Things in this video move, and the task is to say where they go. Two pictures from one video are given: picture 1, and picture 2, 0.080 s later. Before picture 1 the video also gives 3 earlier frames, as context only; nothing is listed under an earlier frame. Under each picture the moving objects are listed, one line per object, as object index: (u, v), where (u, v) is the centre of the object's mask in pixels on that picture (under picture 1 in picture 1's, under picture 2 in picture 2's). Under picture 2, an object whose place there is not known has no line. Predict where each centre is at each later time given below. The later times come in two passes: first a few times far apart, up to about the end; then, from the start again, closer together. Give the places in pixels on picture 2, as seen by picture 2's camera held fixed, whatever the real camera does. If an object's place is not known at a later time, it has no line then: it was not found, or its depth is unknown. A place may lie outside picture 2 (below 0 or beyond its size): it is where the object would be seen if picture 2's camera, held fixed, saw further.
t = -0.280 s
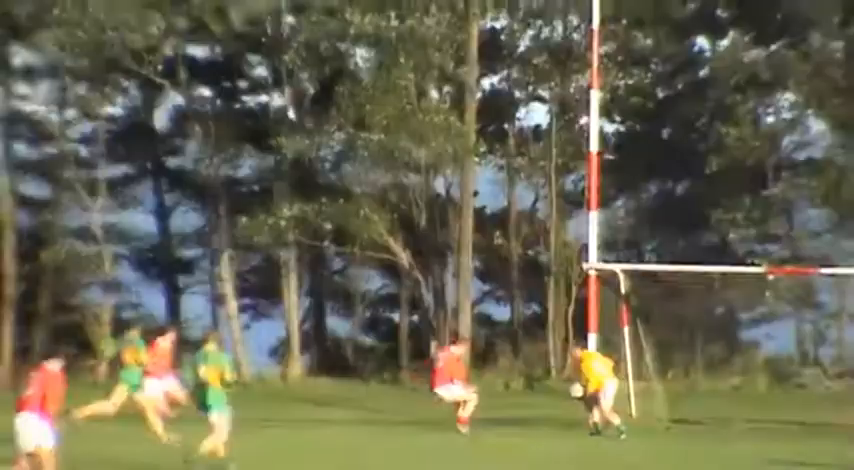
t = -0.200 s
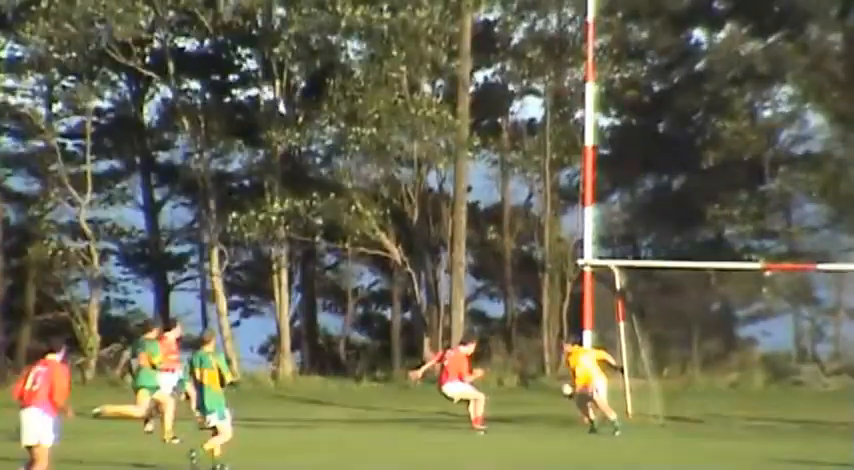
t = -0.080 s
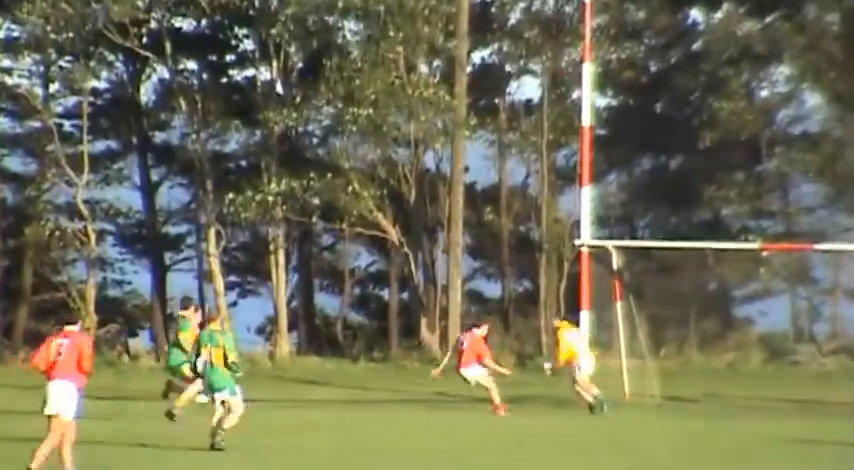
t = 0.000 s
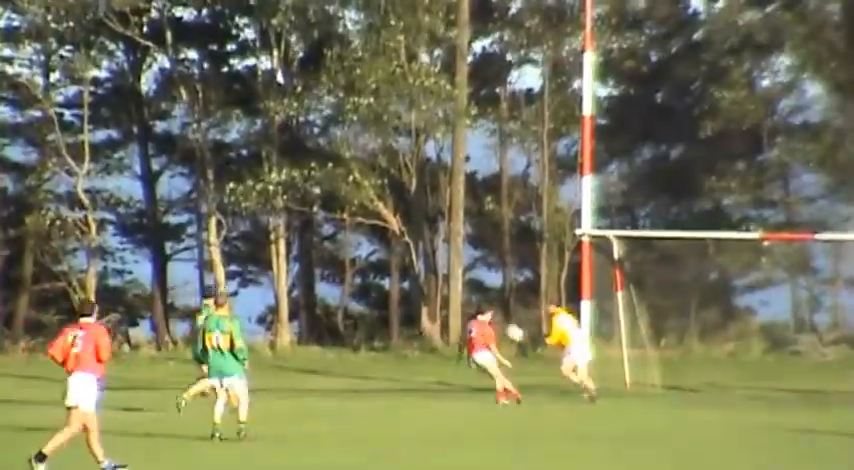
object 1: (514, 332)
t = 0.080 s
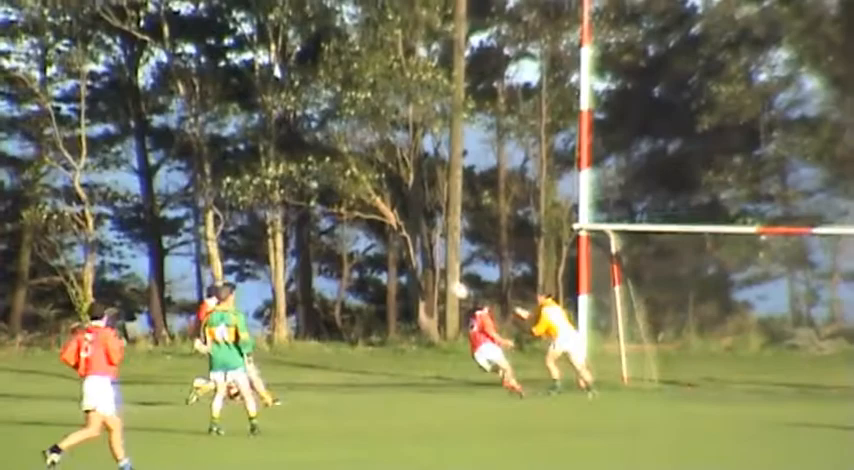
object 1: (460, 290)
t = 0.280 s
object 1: (329, 215)
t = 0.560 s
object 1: (152, 161)
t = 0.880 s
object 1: (-49, 162)
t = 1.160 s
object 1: (-206, 210)
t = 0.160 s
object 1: (406, 257)
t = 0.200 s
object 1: (379, 241)
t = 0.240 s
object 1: (354, 227)
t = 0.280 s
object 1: (329, 215)
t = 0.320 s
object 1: (303, 205)
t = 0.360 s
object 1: (277, 195)
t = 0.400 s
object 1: (252, 186)
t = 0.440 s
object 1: (227, 178)
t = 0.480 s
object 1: (202, 171)
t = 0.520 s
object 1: (177, 165)
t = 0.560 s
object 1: (152, 161)
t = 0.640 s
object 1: (103, 156)
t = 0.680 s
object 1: (79, 155)
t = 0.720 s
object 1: (53, 154)
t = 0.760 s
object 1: (28, 154)
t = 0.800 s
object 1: (3, 156)
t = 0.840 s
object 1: (-22, 158)
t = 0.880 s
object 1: (-49, 162)
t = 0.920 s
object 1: (-73, 166)
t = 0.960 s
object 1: (-98, 171)
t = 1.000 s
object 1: (-123, 178)
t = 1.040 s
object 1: (-147, 185)
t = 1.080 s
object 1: (-172, 193)
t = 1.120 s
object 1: (-190, 201)
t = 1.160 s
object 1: (-206, 210)
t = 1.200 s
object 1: (-222, 224)
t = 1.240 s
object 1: (-239, 239)
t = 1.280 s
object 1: (-252, 254)
